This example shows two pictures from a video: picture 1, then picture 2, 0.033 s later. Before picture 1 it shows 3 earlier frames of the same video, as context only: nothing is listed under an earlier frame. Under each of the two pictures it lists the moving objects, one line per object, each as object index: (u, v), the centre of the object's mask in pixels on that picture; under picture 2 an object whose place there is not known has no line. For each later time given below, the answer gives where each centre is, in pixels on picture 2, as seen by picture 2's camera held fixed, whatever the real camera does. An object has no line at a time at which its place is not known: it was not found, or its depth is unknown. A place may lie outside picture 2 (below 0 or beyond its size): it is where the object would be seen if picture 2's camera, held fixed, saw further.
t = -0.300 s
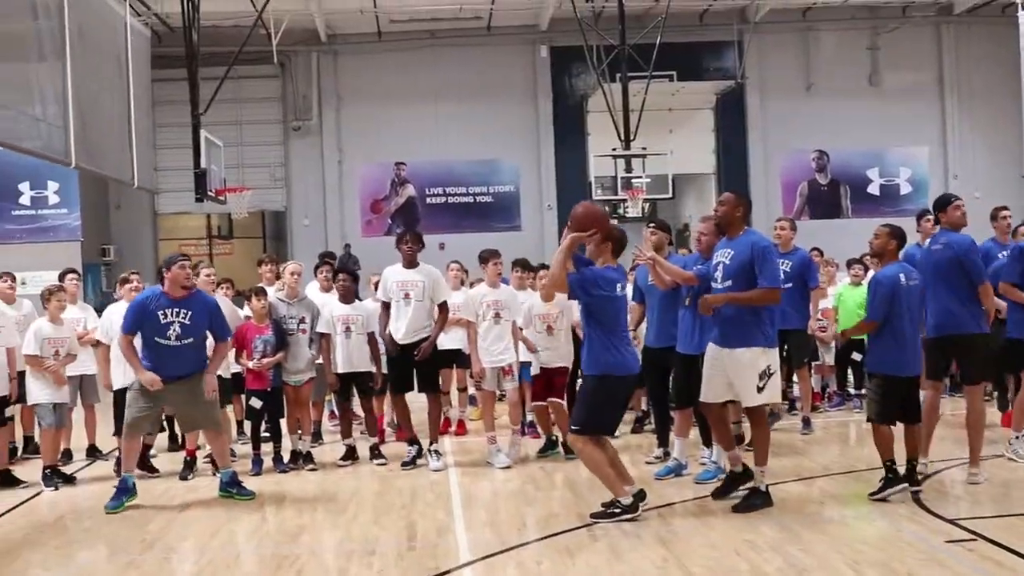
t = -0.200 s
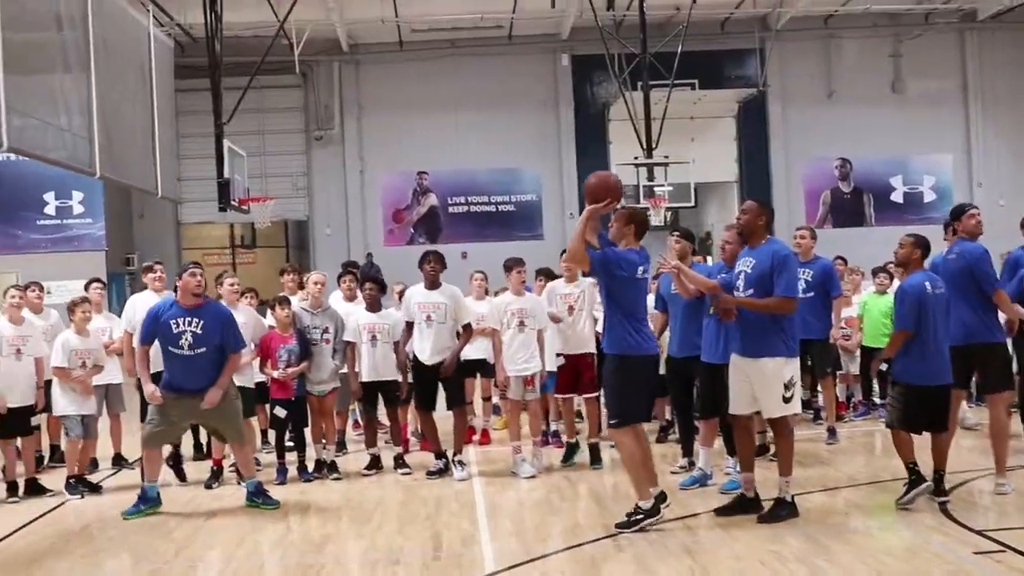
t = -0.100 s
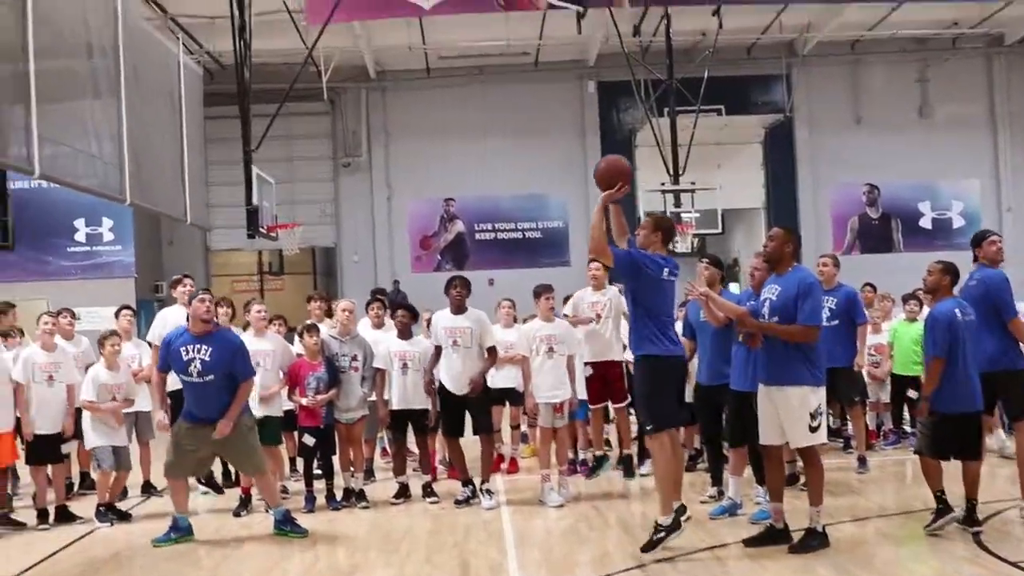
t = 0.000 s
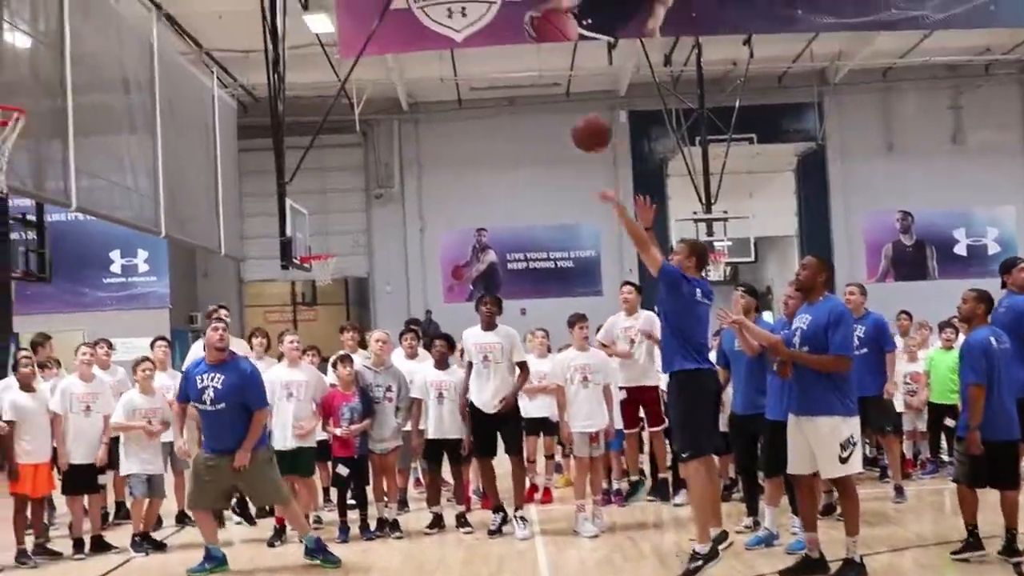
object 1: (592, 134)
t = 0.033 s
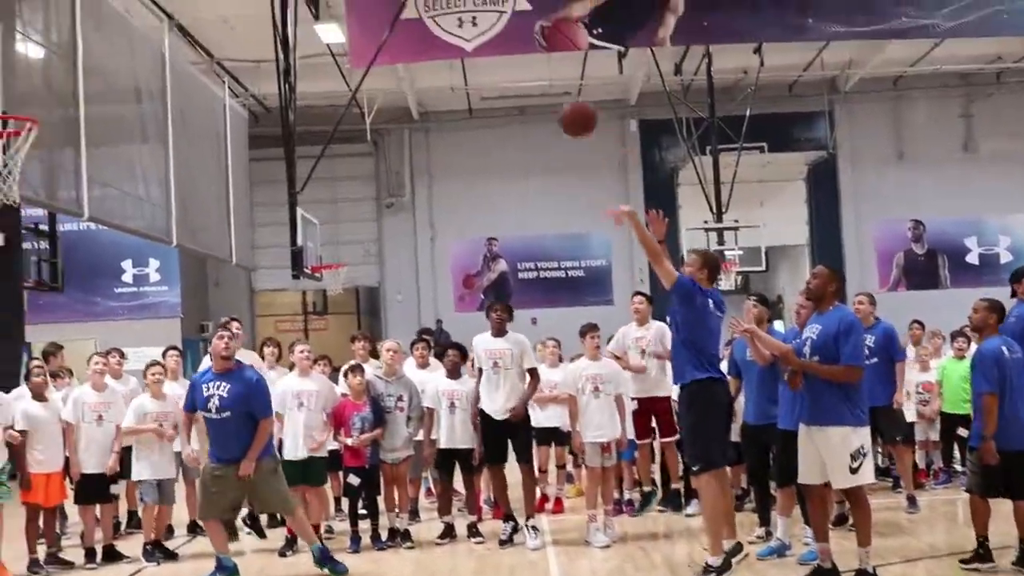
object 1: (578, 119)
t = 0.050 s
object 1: (566, 108)
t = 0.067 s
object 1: (554, 95)
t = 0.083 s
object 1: (542, 84)
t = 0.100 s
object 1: (530, 75)
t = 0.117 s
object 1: (517, 63)
